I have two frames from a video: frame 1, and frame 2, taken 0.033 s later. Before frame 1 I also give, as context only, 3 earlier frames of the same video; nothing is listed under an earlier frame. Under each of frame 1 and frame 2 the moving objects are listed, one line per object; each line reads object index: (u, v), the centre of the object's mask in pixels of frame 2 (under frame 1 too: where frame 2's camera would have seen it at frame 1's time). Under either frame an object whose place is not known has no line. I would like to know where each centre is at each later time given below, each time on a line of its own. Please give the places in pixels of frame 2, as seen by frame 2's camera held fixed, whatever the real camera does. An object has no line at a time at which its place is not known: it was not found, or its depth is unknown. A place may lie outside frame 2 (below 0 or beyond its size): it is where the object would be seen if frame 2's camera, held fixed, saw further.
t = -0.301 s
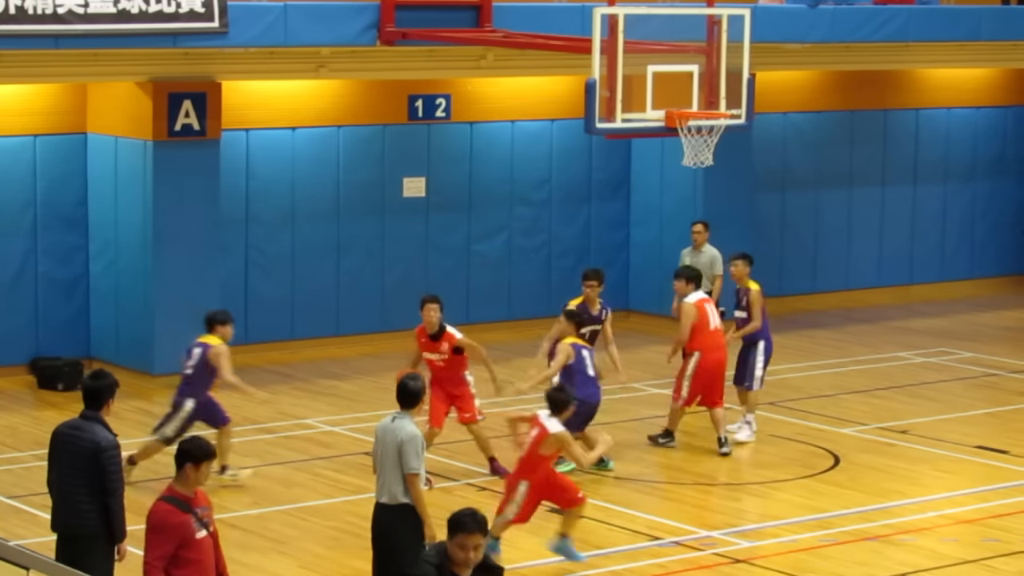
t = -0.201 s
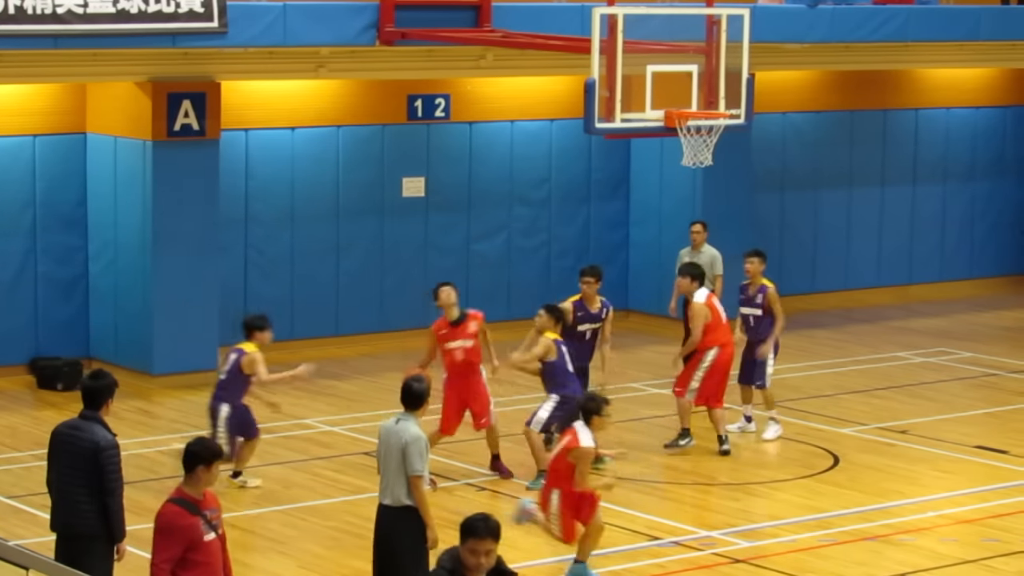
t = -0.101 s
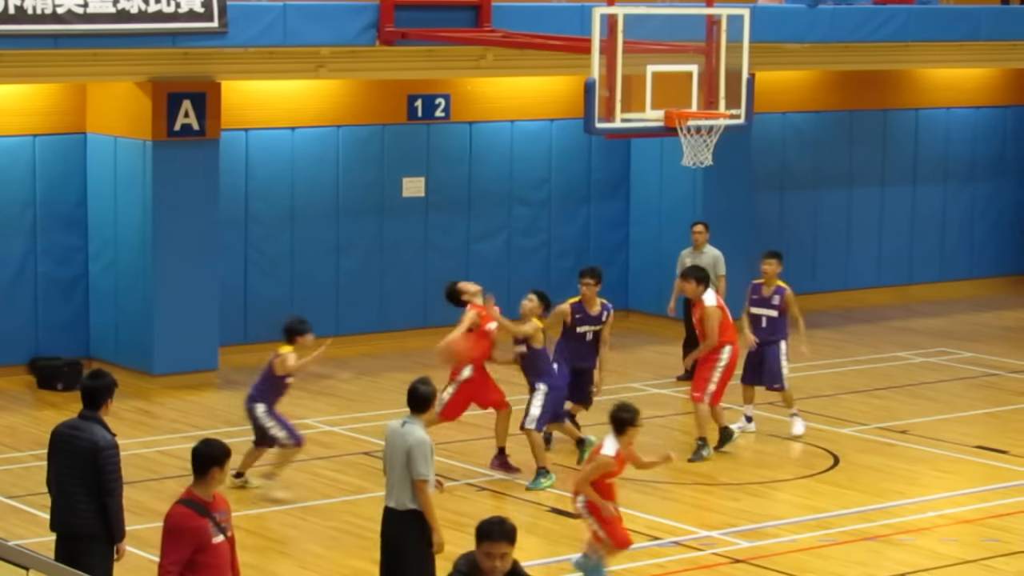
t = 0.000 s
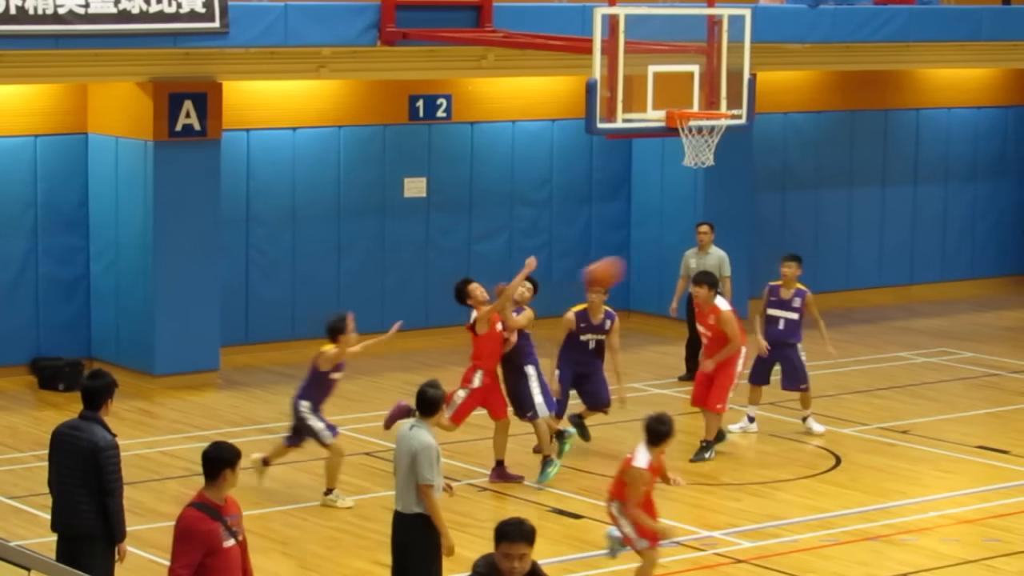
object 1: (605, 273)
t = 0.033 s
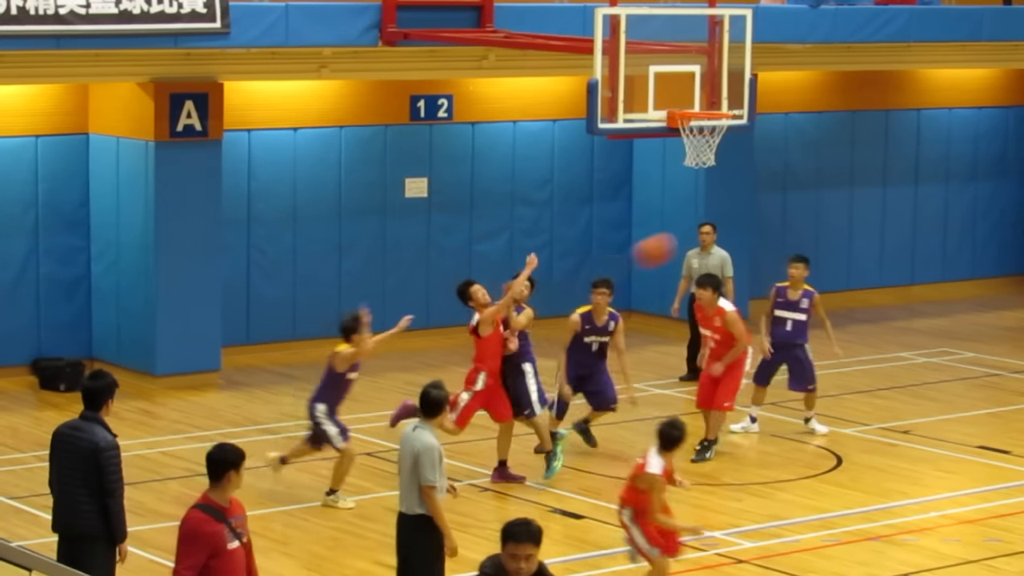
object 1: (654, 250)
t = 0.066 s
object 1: (706, 227)
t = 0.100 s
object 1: (757, 207)
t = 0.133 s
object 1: (808, 188)
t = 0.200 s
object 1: (913, 153)
